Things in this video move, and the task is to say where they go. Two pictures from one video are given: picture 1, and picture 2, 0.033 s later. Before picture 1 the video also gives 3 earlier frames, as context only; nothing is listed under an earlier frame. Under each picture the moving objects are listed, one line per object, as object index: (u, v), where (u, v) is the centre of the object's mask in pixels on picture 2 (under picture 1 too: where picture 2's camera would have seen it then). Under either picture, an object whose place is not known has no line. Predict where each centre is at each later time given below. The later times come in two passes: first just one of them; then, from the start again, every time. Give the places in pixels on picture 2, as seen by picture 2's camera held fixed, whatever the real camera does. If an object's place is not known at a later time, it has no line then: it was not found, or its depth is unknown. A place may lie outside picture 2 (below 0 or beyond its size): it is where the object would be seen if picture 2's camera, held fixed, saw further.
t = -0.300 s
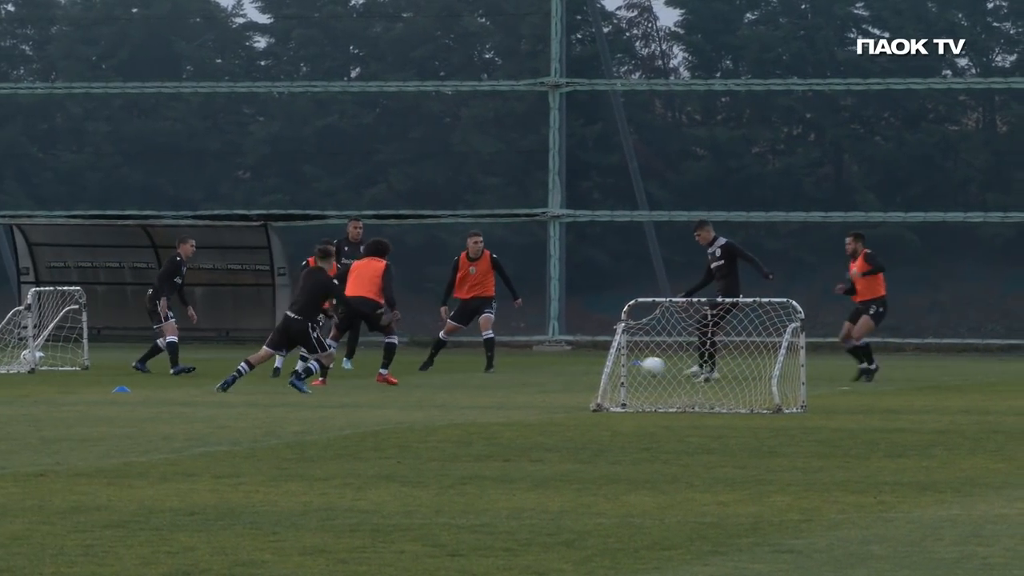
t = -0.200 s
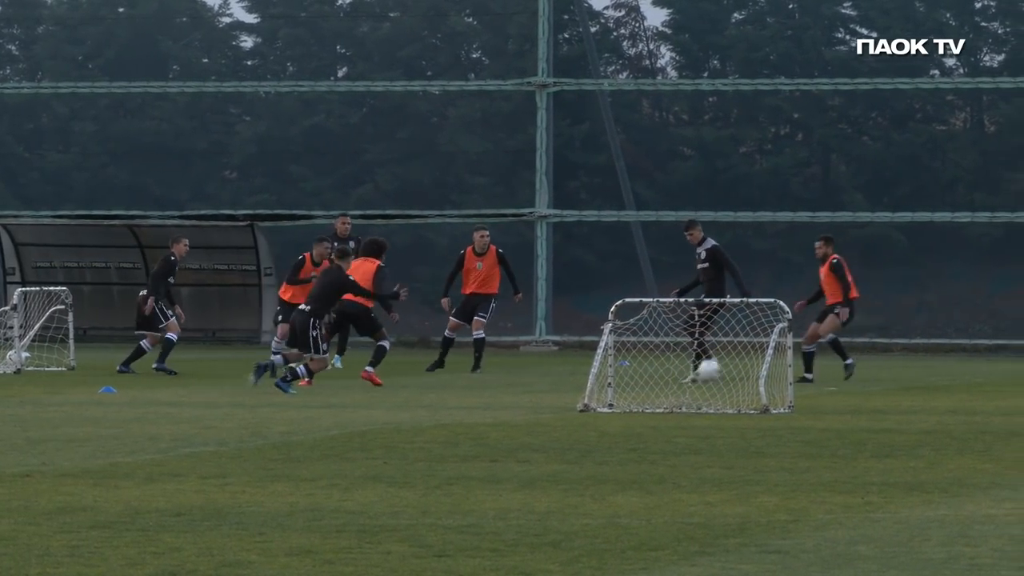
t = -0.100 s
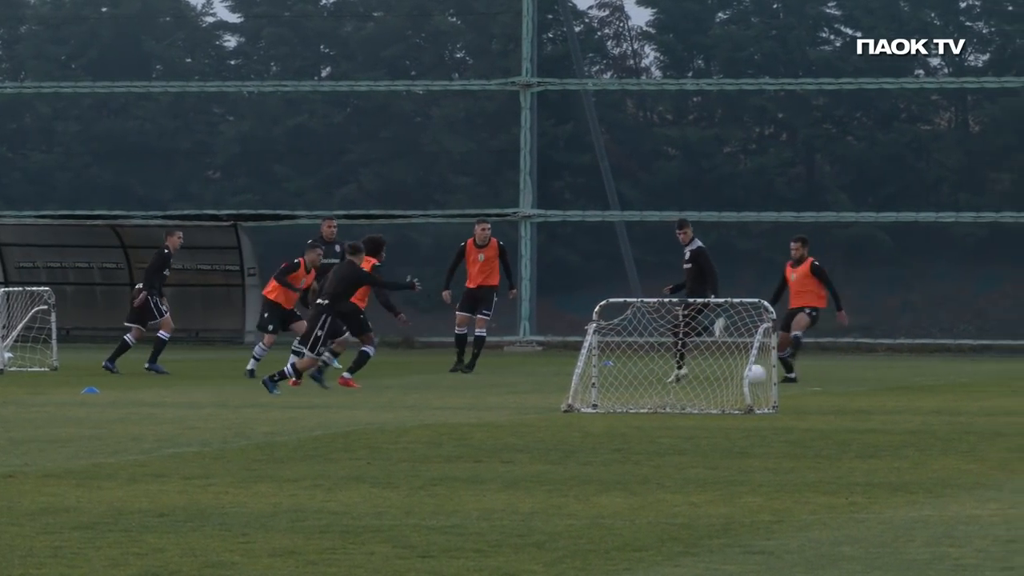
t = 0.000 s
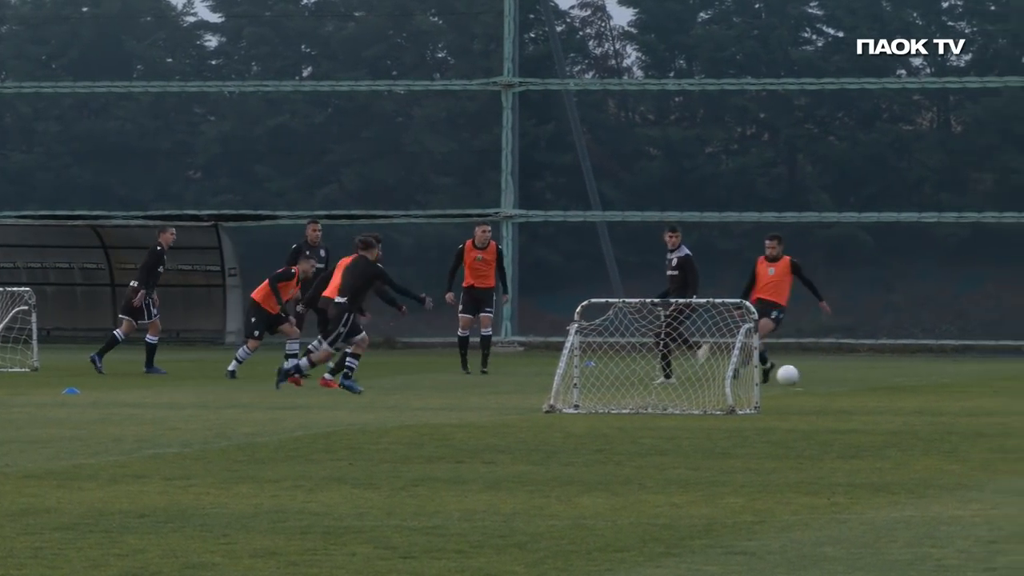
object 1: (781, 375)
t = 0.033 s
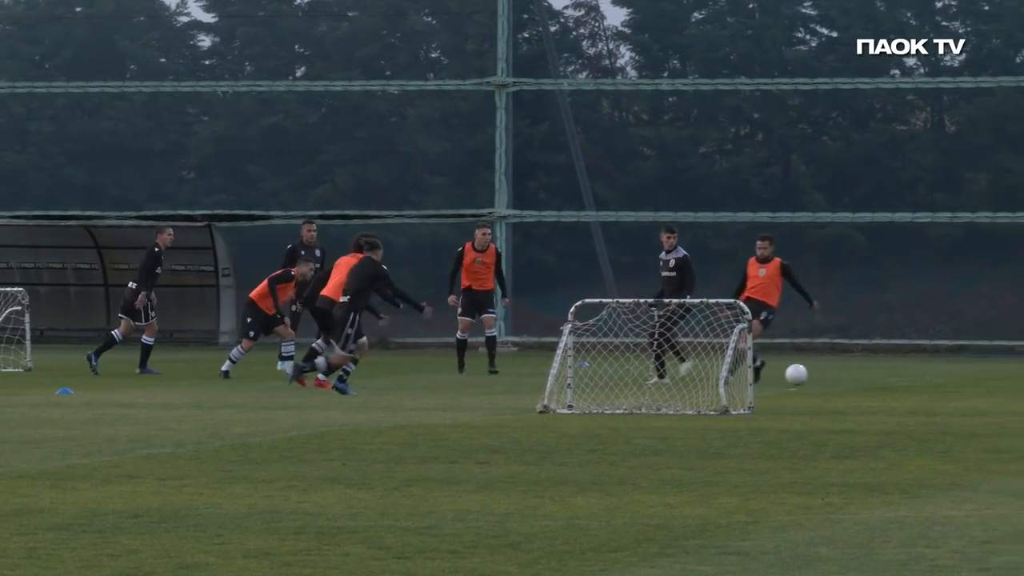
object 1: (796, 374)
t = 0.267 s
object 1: (894, 378)
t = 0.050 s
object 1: (803, 374)
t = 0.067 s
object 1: (811, 374)
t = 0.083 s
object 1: (818, 375)
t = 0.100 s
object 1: (826, 375)
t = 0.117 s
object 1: (833, 376)
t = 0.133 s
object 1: (840, 377)
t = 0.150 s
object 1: (848, 378)
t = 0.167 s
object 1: (854, 377)
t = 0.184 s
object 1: (861, 377)
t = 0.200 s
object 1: (868, 376)
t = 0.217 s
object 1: (875, 376)
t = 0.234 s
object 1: (881, 377)
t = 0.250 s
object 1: (888, 377)
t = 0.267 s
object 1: (894, 378)
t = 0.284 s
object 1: (901, 378)
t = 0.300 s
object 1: (908, 379)
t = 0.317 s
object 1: (914, 379)
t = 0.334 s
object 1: (920, 378)
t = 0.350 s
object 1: (926, 378)
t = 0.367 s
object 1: (932, 378)
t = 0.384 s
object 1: (938, 378)
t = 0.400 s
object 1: (945, 378)
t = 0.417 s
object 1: (951, 377)
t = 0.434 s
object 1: (957, 378)
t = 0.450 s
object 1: (963, 379)
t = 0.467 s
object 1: (969, 379)
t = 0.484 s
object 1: (975, 379)
